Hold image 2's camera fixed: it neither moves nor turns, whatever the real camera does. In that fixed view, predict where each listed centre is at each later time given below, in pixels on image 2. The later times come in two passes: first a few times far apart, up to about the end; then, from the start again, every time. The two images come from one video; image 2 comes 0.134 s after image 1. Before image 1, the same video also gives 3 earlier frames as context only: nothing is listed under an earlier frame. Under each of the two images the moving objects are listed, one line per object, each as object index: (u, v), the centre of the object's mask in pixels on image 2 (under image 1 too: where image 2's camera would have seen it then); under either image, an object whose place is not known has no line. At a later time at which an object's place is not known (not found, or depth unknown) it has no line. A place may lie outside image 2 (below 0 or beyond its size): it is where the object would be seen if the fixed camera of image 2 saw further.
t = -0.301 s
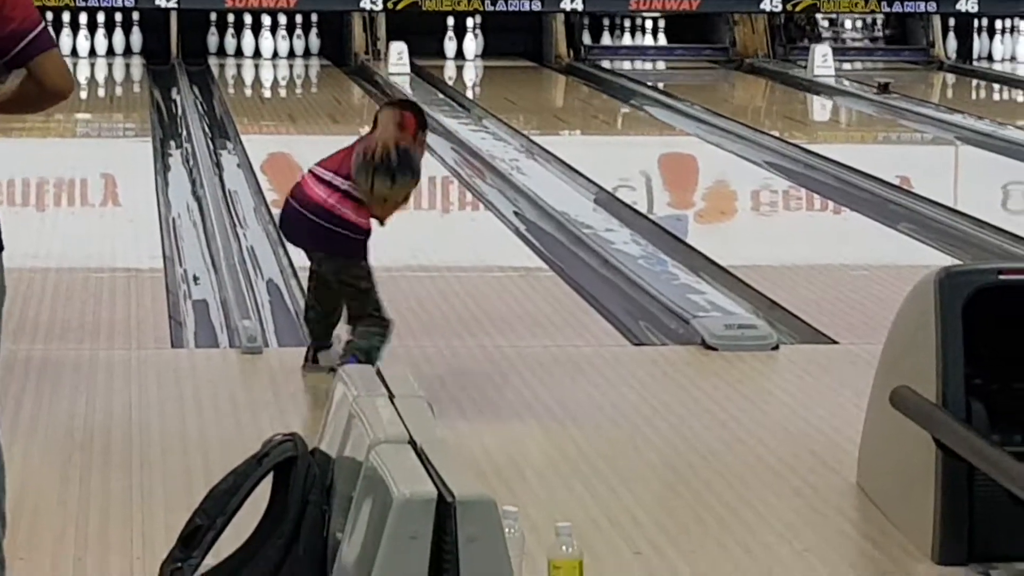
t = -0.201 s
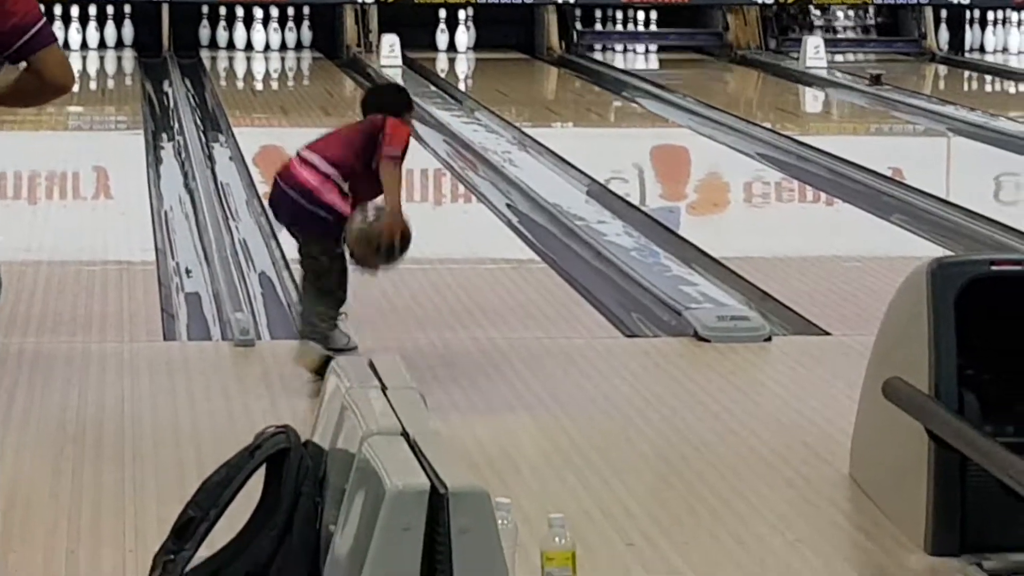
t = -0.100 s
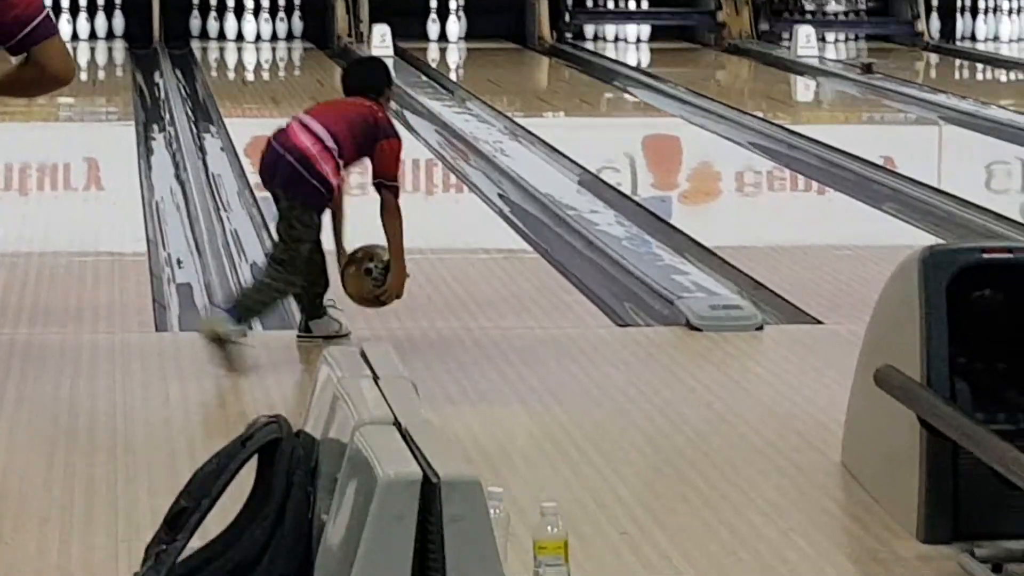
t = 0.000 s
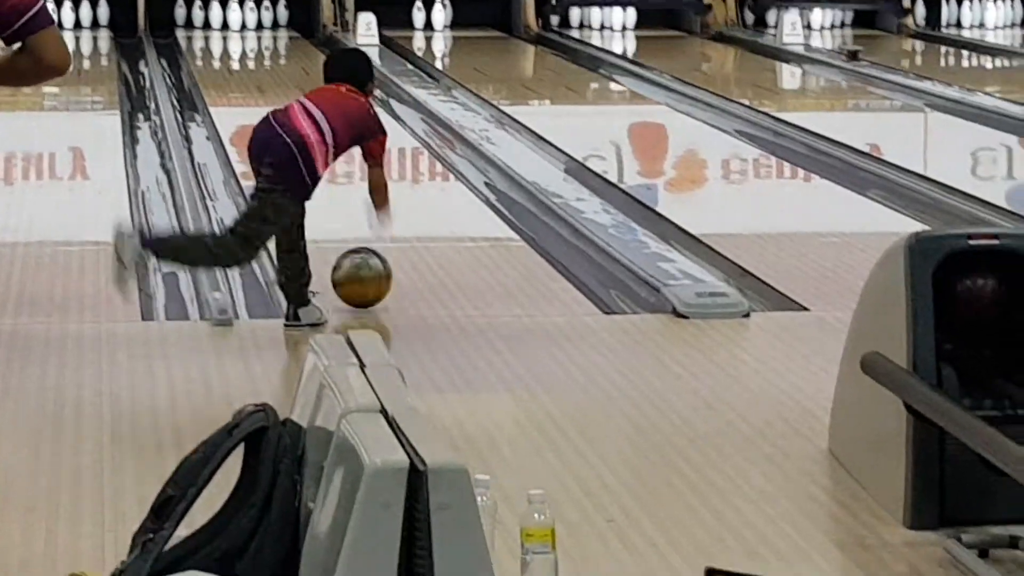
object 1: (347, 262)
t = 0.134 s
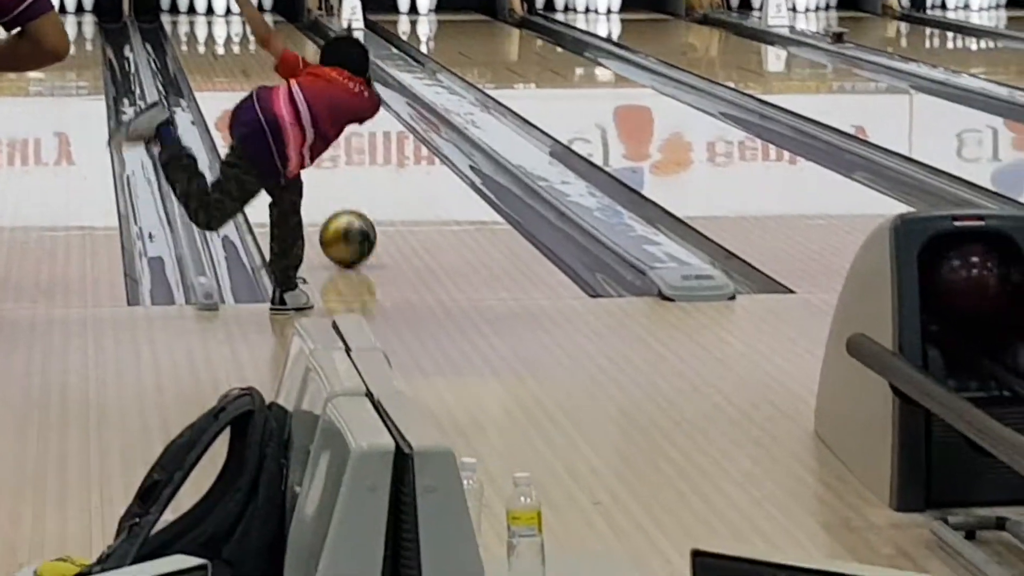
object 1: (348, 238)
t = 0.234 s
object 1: (348, 221)
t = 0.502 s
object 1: (349, 180)
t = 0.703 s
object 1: (359, 153)
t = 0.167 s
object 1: (348, 232)
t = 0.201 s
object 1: (348, 226)
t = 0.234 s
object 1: (348, 221)
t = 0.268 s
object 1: (349, 215)
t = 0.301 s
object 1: (348, 210)
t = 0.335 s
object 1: (349, 204)
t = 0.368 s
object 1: (349, 199)
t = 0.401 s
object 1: (349, 194)
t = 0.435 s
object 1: (349, 189)
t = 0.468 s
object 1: (350, 184)
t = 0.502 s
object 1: (349, 180)
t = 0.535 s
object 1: (349, 175)
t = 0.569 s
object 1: (350, 171)
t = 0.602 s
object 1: (350, 167)
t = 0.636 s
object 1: (350, 162)
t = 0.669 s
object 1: (354, 158)
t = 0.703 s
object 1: (359, 153)
